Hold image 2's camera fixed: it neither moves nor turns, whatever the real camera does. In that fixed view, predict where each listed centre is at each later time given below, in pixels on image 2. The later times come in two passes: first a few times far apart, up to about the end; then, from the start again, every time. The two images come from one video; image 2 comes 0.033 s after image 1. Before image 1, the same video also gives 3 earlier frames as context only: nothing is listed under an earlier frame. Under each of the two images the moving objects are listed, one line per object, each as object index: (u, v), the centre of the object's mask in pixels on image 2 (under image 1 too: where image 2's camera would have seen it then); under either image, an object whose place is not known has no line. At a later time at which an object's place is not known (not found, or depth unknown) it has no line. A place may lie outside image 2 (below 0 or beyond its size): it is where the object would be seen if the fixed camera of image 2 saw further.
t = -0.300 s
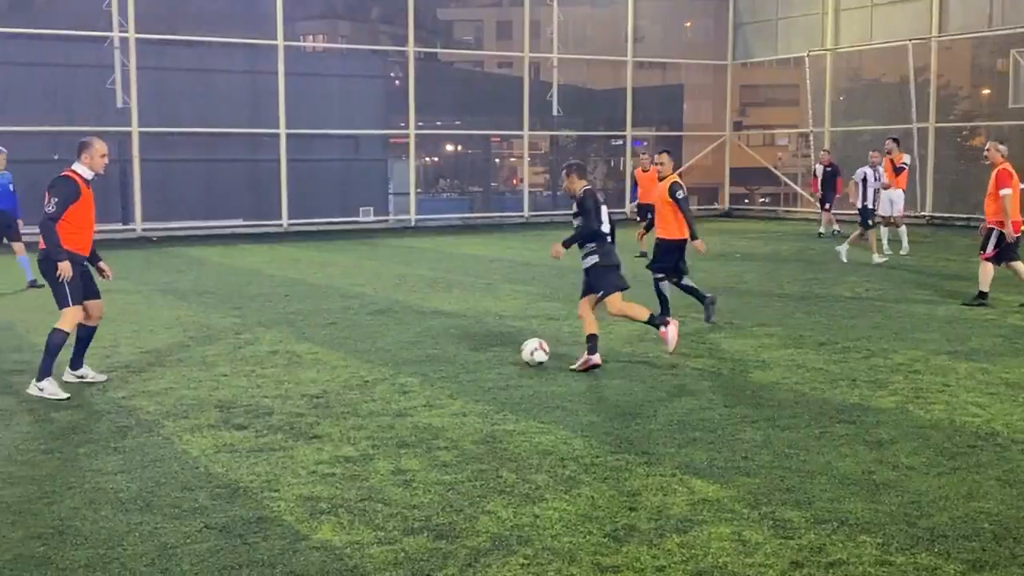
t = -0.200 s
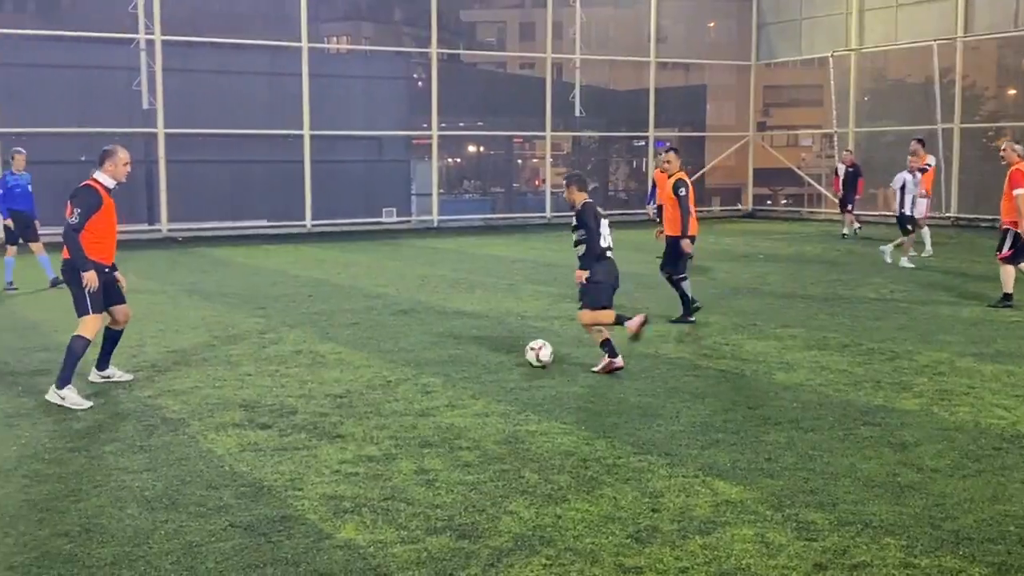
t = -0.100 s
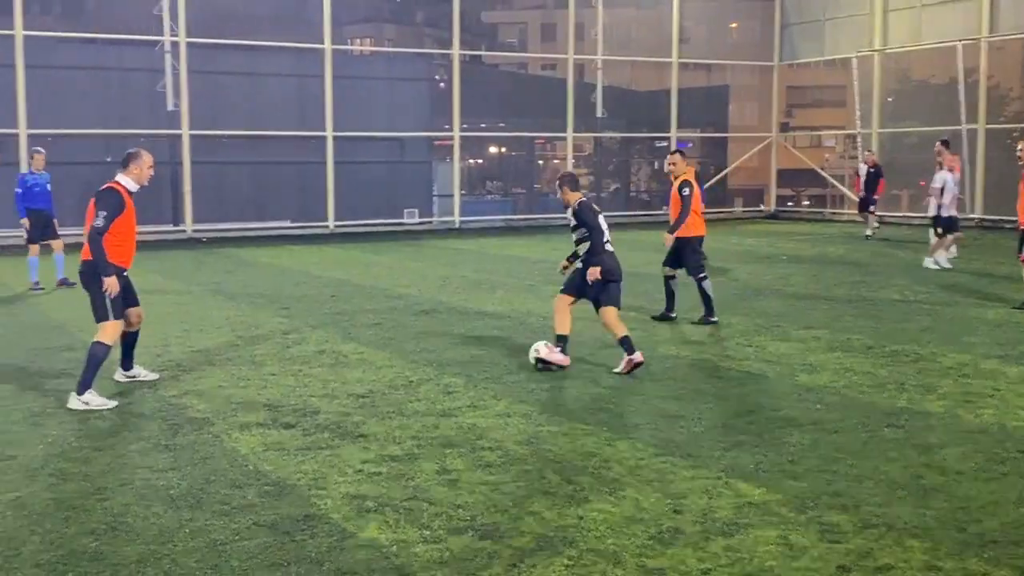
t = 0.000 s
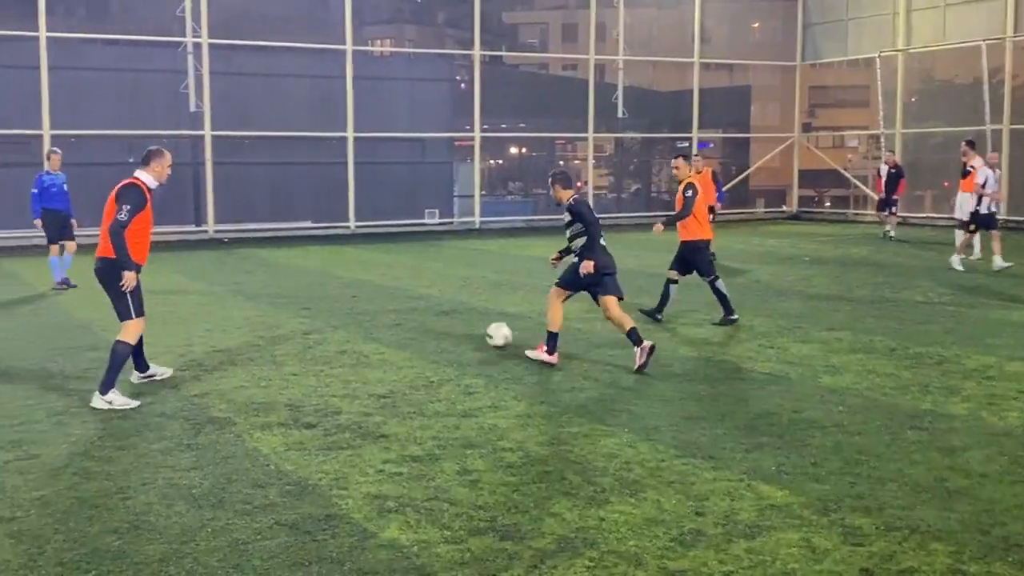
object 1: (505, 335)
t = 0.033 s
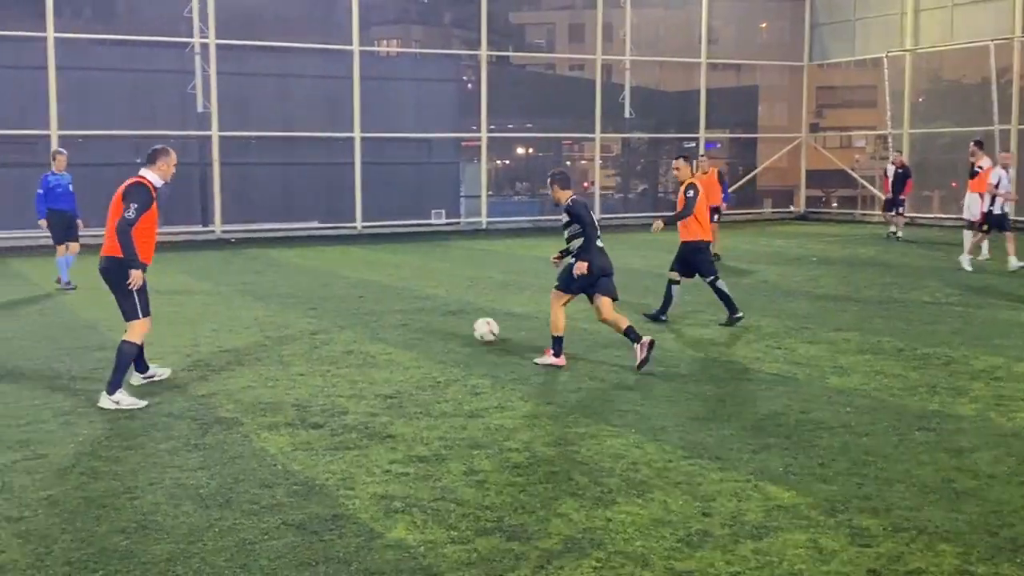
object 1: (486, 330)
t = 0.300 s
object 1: (372, 303)
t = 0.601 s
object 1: (301, 286)
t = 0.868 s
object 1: (260, 275)
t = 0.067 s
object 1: (468, 326)
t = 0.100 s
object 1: (450, 323)
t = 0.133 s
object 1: (434, 321)
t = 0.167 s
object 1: (420, 316)
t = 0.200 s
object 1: (407, 312)
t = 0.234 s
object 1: (395, 310)
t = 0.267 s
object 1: (383, 307)
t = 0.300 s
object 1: (372, 303)
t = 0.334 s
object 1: (362, 301)
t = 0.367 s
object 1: (352, 300)
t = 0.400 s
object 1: (343, 296)
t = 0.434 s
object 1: (335, 295)
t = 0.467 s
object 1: (328, 293)
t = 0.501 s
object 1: (321, 291)
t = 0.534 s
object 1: (314, 288)
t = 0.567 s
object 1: (307, 287)
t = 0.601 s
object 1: (301, 286)
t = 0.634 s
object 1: (295, 285)
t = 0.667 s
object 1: (289, 281)
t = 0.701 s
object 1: (284, 280)
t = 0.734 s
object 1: (279, 281)
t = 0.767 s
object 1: (274, 279)
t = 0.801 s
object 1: (269, 278)
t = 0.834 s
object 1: (265, 277)
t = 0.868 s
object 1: (260, 275)
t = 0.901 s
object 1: (255, 274)
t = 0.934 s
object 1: (251, 273)
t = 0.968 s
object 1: (247, 271)
